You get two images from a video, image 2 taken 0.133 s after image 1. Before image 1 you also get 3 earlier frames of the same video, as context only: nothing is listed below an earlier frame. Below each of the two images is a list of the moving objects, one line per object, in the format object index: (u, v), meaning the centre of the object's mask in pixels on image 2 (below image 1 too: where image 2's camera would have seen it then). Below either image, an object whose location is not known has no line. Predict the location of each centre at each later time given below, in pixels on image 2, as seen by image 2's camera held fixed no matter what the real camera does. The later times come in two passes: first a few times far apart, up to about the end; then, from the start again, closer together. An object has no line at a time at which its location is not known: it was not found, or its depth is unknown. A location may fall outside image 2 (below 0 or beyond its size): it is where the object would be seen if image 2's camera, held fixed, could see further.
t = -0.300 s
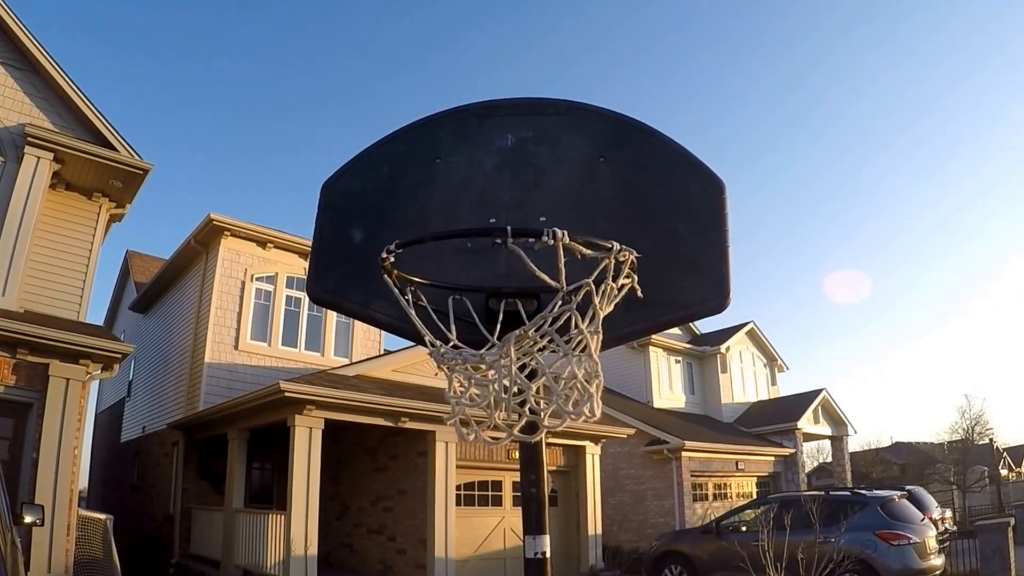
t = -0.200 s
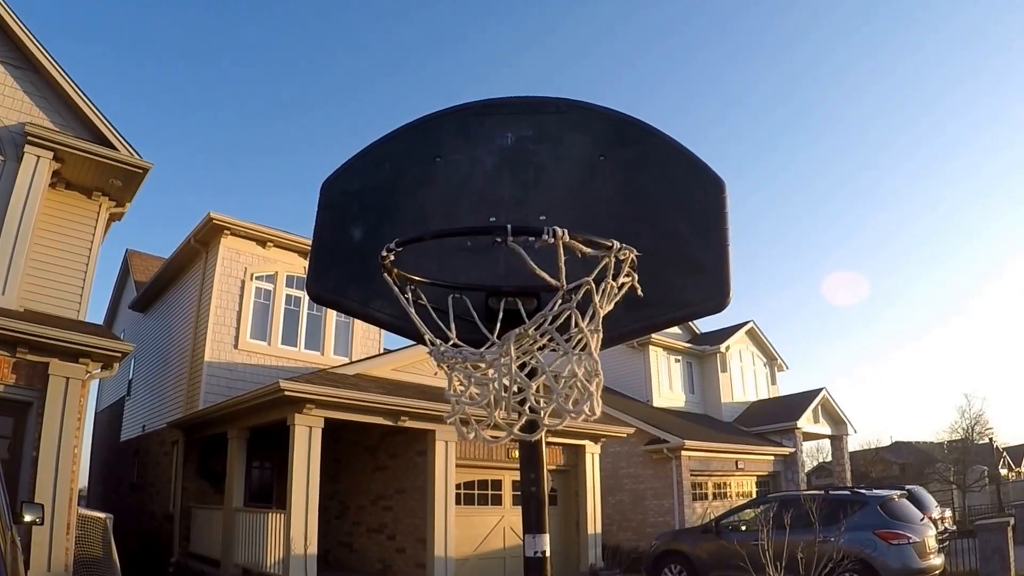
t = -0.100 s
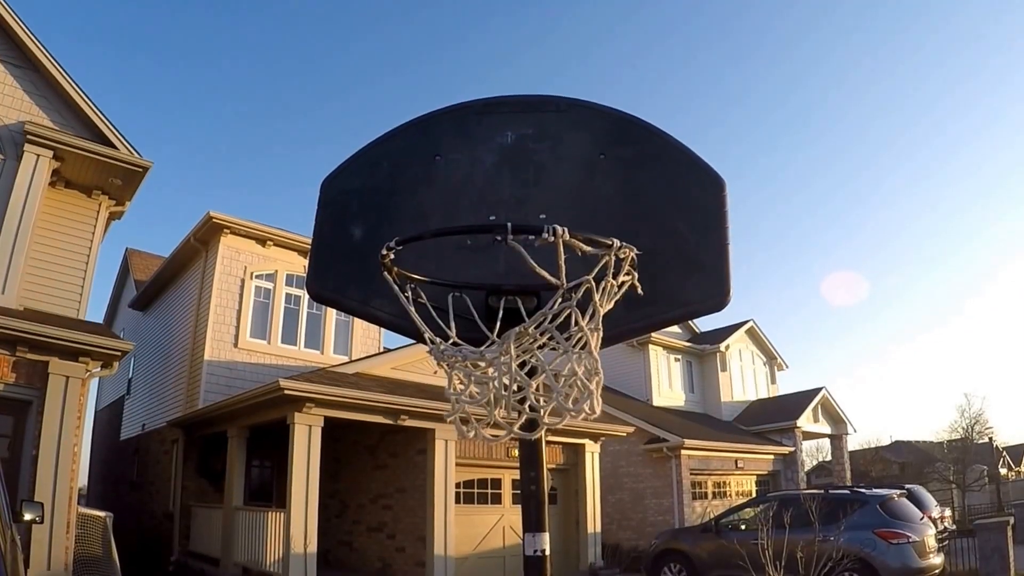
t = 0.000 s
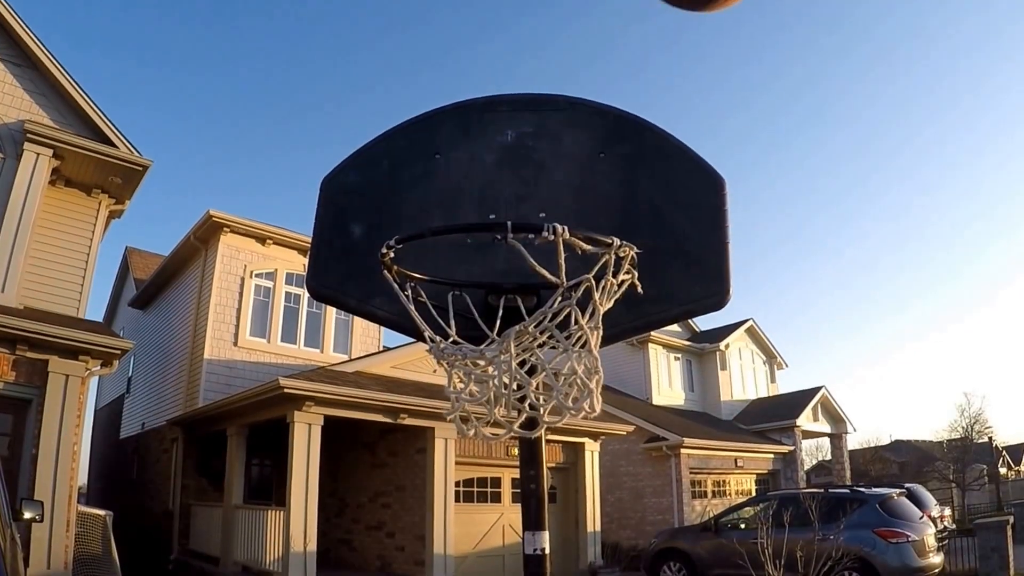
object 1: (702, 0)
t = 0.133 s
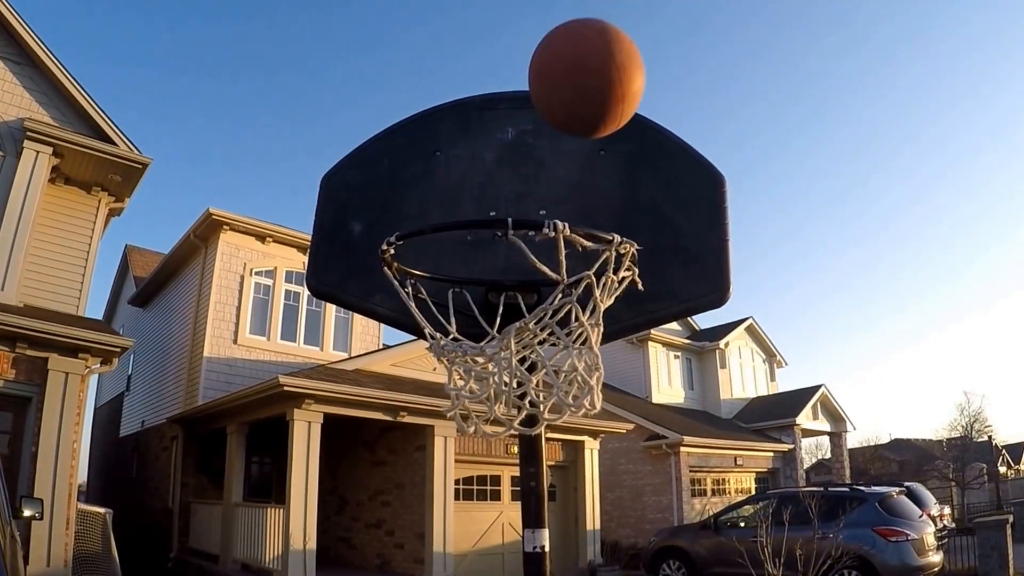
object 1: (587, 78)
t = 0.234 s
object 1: (529, 187)
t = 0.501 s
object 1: (477, 143)
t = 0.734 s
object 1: (448, 212)
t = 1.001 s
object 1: (508, 291)
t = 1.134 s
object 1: (541, 412)
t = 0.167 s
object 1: (565, 117)
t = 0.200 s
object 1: (546, 158)
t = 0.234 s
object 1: (529, 187)
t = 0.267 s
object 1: (508, 238)
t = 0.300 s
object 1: (507, 197)
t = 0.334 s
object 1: (501, 185)
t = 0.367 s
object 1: (496, 172)
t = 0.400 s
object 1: (492, 162)
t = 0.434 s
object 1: (487, 152)
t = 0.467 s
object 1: (482, 146)
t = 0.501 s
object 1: (477, 143)
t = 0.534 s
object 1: (472, 146)
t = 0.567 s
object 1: (467, 151)
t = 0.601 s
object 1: (461, 161)
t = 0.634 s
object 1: (455, 175)
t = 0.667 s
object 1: (447, 185)
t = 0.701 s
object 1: (443, 219)
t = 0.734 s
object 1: (448, 212)
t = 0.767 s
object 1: (457, 204)
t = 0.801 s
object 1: (466, 200)
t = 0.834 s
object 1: (477, 202)
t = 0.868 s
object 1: (485, 208)
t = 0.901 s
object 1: (493, 225)
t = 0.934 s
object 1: (501, 246)
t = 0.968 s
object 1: (500, 280)
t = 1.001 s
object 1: (508, 291)
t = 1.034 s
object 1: (515, 301)
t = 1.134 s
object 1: (541, 412)
